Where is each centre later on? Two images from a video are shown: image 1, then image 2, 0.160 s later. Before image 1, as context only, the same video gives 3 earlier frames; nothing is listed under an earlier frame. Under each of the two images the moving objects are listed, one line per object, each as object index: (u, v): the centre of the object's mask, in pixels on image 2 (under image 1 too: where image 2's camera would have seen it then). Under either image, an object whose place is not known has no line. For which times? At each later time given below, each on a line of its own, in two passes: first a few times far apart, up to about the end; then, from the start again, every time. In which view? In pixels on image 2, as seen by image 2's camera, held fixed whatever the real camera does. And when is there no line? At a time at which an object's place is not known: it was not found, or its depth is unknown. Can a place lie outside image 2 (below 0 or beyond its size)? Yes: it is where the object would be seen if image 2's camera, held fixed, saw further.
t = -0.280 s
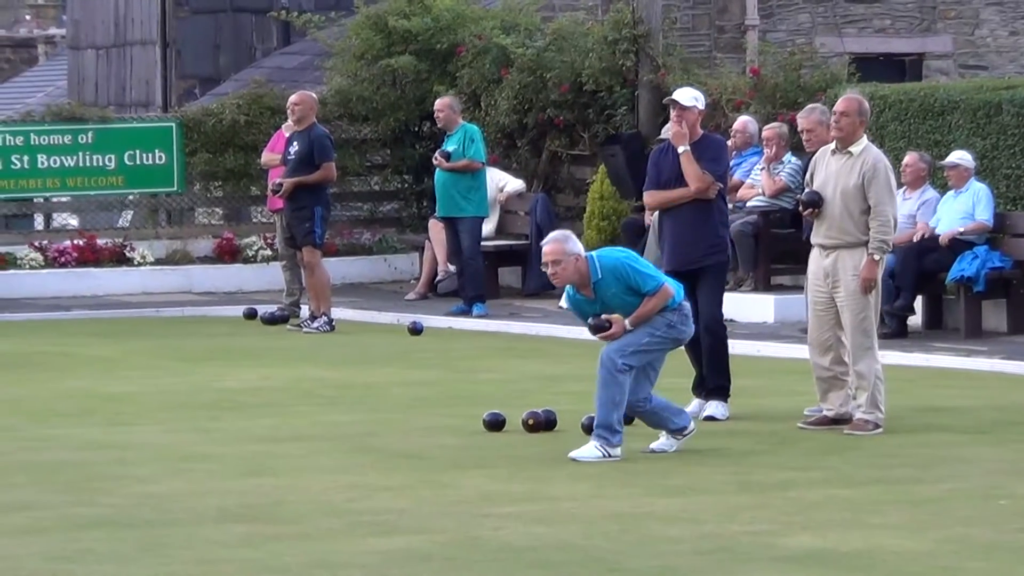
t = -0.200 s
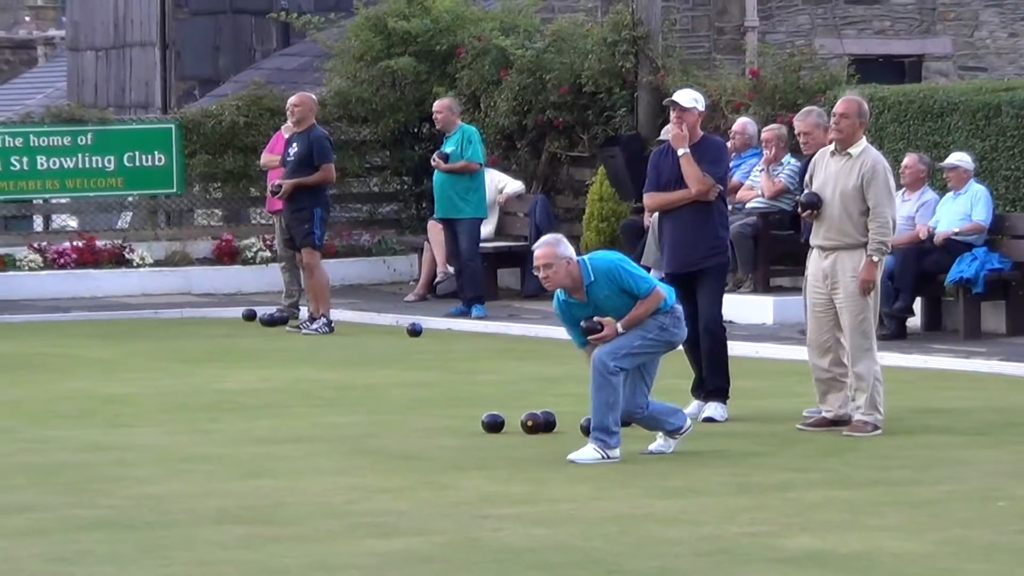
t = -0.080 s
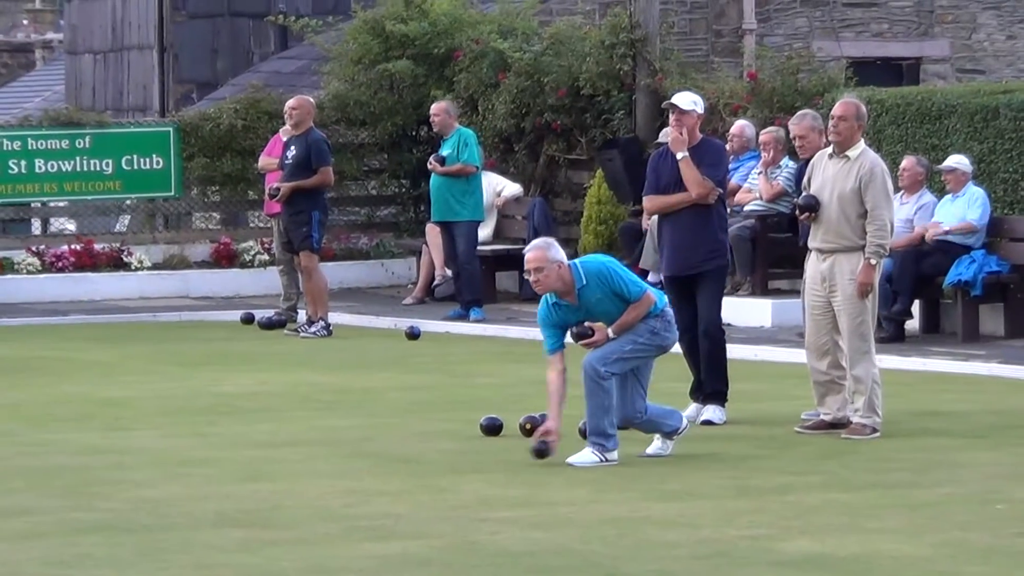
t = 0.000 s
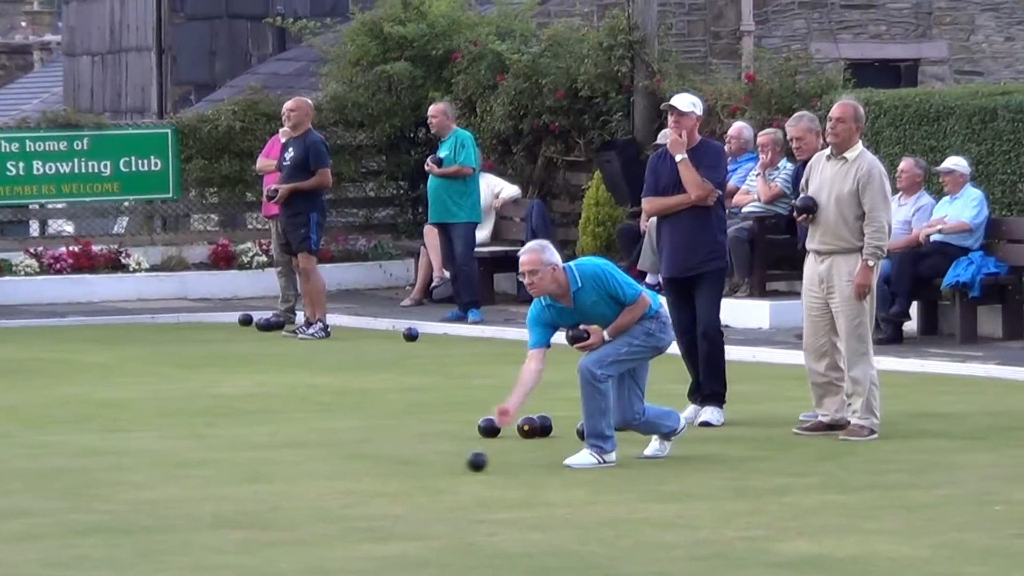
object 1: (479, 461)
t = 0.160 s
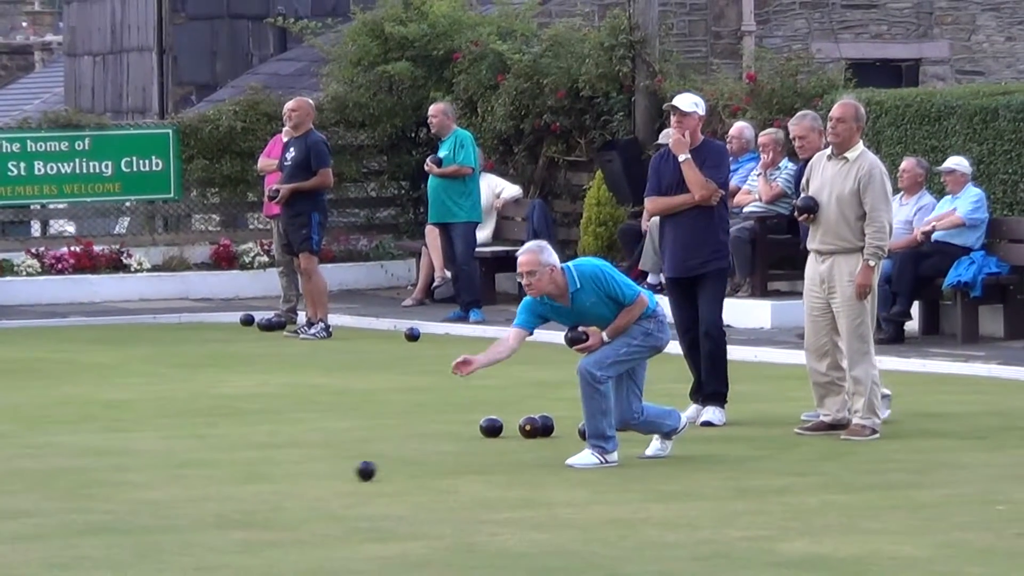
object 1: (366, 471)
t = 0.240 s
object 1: (313, 475)
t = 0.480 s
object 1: (154, 491)
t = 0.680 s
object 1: (17, 505)
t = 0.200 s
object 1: (340, 473)
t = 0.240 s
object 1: (313, 475)
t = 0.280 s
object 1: (286, 477)
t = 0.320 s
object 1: (260, 480)
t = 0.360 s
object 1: (234, 481)
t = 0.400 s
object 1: (207, 486)
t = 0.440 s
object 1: (181, 488)
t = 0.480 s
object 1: (154, 491)
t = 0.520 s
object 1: (127, 494)
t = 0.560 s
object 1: (101, 496)
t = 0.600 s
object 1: (73, 499)
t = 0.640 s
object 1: (45, 501)
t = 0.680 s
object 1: (17, 505)
